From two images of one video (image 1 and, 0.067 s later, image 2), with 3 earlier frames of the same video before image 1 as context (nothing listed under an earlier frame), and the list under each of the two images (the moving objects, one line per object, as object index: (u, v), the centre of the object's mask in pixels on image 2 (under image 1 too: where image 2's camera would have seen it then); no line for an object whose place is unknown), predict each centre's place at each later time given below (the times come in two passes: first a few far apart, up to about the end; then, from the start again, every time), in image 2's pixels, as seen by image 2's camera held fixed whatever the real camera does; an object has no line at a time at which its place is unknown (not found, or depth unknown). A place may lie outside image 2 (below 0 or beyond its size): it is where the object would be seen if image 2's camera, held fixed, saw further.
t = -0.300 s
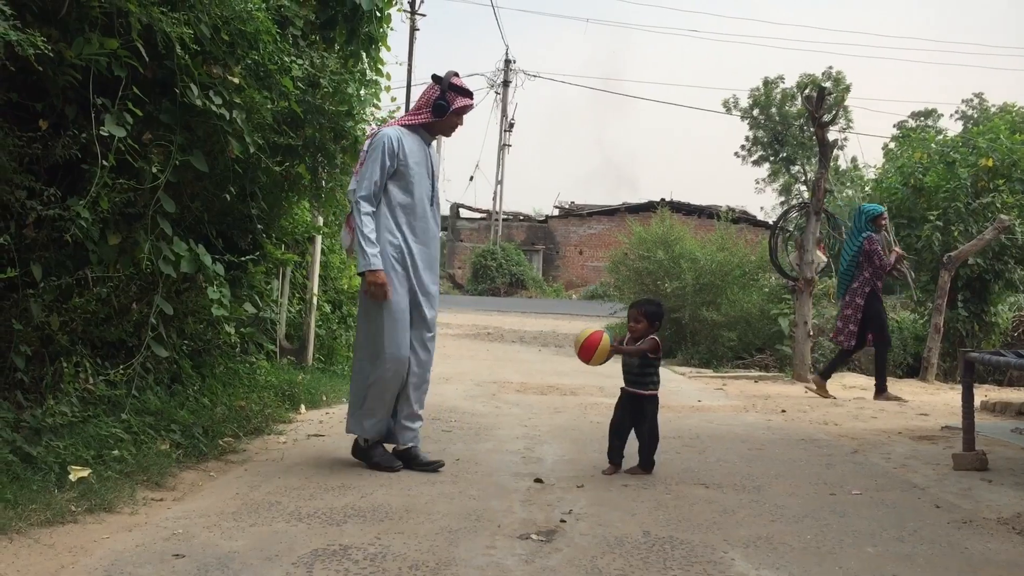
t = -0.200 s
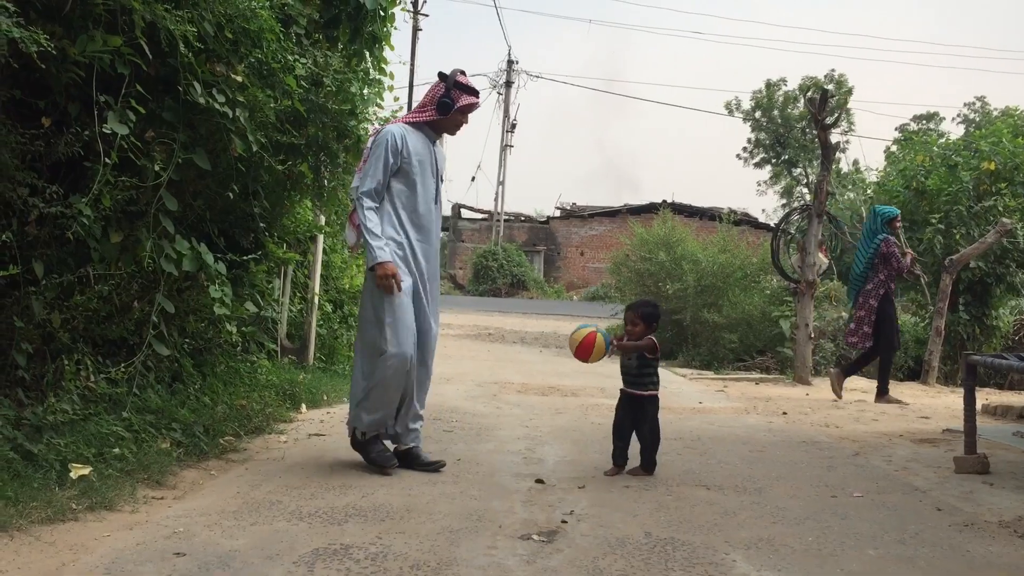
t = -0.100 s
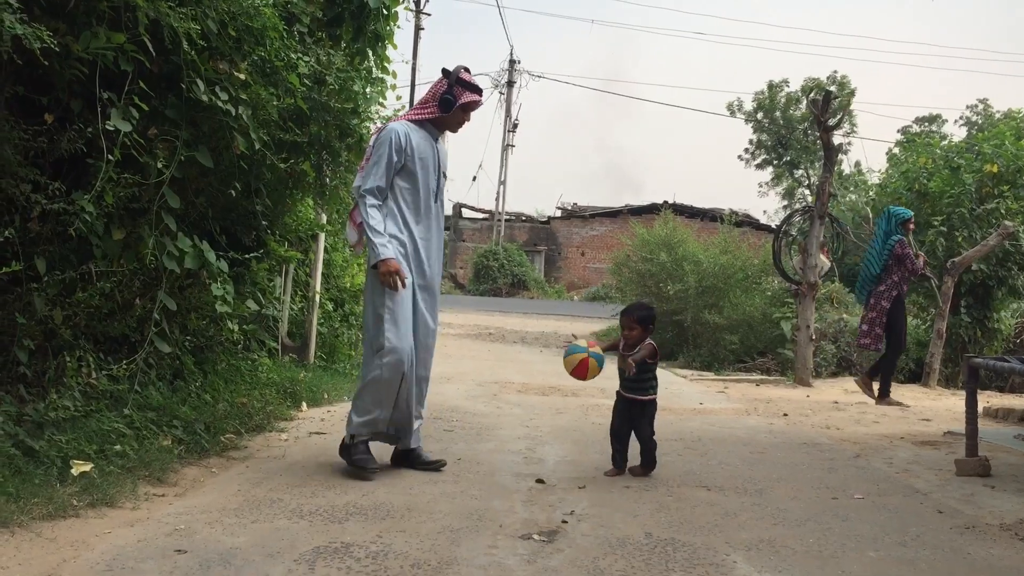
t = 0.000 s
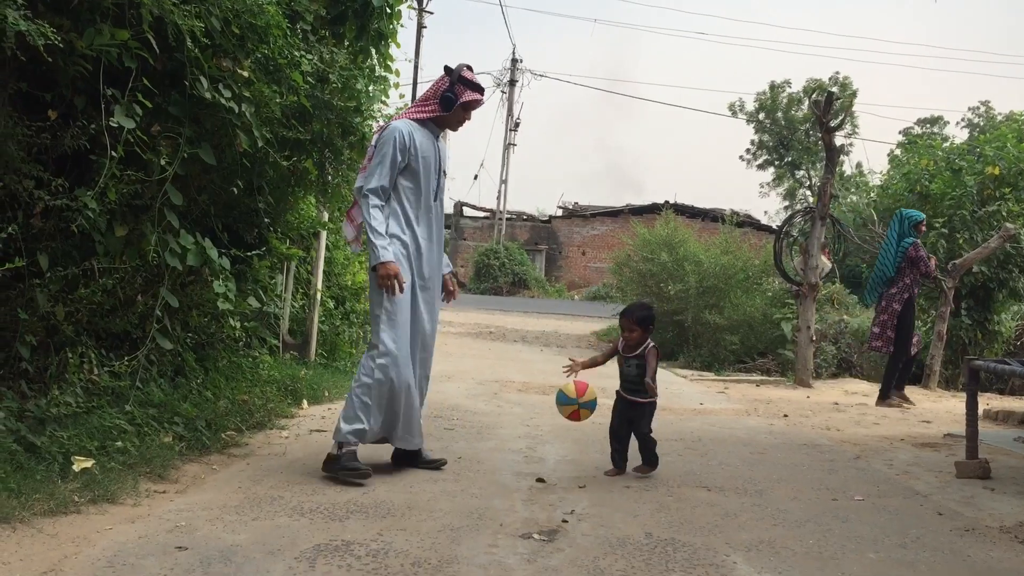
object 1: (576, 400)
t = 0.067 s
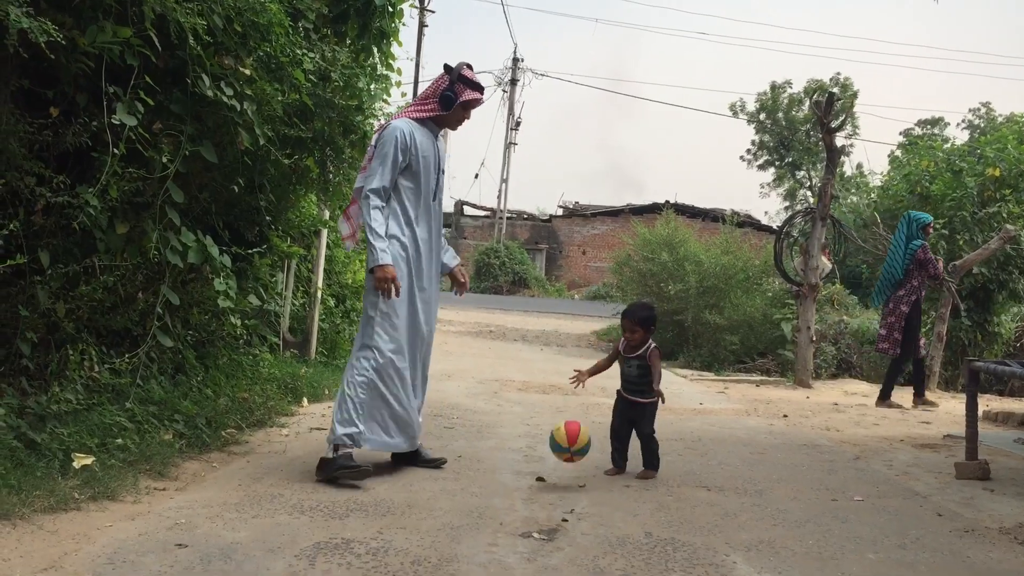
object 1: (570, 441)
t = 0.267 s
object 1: (559, 410)
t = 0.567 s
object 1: (536, 460)
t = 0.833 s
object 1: (541, 447)
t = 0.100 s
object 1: (566, 465)
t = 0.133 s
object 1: (565, 461)
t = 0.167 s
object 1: (564, 445)
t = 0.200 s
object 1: (562, 430)
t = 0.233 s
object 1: (561, 419)
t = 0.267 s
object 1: (559, 410)
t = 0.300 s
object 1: (557, 404)
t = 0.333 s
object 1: (555, 401)
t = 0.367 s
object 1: (553, 401)
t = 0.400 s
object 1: (551, 403)
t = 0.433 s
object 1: (548, 409)
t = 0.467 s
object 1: (546, 417)
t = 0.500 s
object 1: (543, 429)
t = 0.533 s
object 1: (540, 443)
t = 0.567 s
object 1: (536, 460)
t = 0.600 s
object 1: (533, 480)
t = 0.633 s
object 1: (531, 483)
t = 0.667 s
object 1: (534, 471)
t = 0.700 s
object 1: (535, 460)
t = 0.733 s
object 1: (537, 453)
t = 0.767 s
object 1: (538, 448)
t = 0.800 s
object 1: (540, 446)
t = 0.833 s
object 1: (541, 447)
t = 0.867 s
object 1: (542, 452)
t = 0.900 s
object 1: (543, 461)
